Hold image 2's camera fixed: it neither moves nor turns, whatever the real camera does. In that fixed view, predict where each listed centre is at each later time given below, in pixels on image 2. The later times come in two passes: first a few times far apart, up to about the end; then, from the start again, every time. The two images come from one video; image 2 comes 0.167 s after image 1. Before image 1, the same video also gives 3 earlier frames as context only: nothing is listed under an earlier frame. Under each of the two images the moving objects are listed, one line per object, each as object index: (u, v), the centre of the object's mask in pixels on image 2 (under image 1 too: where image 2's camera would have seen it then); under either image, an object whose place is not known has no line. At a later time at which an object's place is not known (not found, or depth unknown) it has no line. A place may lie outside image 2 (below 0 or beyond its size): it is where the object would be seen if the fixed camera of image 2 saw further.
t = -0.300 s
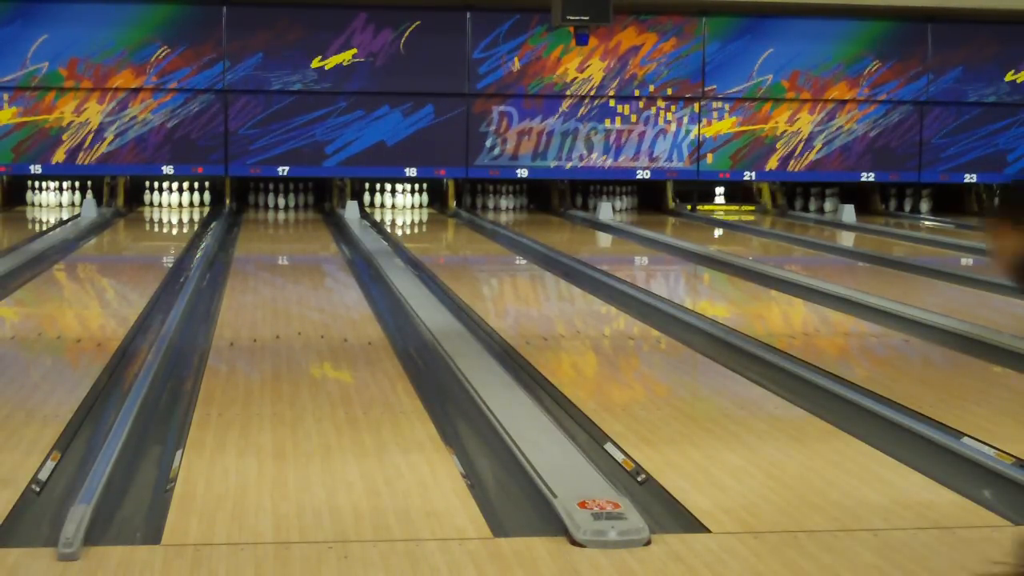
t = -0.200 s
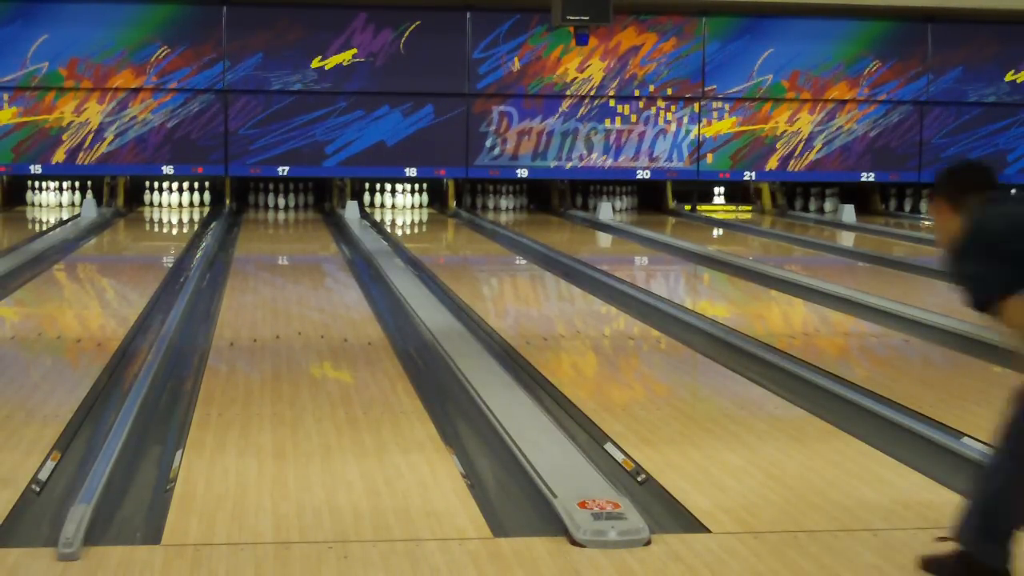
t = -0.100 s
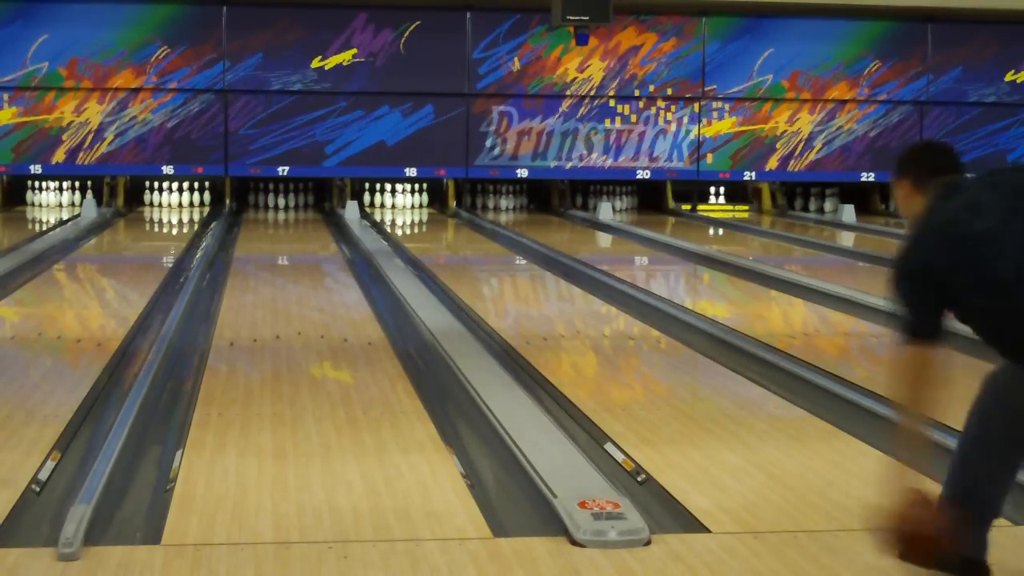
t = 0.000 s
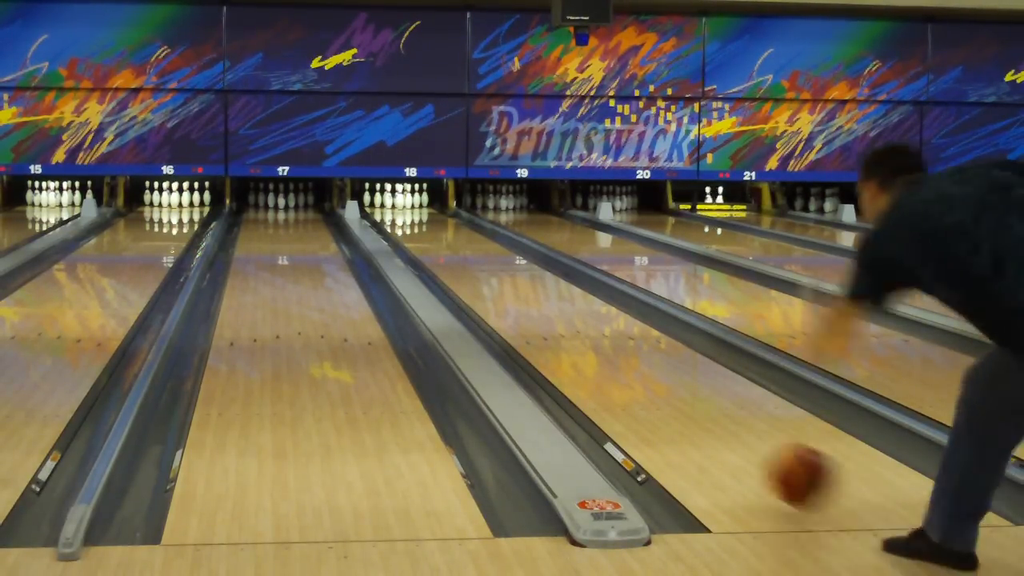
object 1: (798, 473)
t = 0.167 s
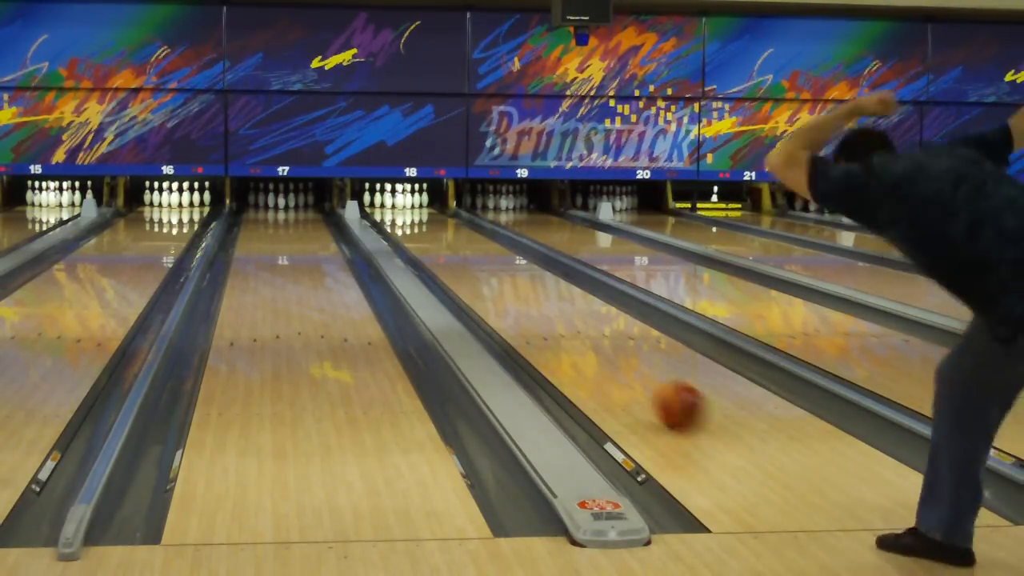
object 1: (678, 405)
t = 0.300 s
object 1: (616, 363)
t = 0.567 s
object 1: (532, 308)
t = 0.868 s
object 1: (476, 269)
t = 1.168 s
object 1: (442, 245)
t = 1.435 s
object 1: (420, 229)
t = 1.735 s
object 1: (405, 216)
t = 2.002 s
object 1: (399, 207)
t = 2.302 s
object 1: (400, 200)
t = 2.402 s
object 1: (402, 200)
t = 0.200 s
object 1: (660, 393)
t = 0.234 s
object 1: (644, 383)
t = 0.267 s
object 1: (630, 373)
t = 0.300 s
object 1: (616, 363)
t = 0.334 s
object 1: (603, 355)
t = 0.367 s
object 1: (590, 346)
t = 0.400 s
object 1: (579, 339)
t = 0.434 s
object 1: (568, 332)
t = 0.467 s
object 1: (559, 326)
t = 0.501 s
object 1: (549, 319)
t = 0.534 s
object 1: (540, 313)
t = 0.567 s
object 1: (532, 308)
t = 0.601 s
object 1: (524, 303)
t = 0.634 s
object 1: (517, 298)
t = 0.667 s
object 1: (510, 292)
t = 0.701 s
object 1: (504, 289)
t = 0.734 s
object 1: (498, 284)
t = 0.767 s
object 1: (492, 280)
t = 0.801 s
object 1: (487, 276)
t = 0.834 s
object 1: (482, 273)
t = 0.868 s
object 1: (476, 269)
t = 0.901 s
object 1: (472, 266)
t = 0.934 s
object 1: (468, 263)
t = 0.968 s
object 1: (463, 259)
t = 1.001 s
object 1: (460, 258)
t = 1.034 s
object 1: (456, 255)
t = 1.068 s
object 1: (452, 253)
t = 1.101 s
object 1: (448, 250)
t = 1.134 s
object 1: (445, 247)
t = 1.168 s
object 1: (442, 245)
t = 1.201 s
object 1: (438, 243)
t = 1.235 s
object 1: (435, 241)
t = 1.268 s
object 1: (432, 239)
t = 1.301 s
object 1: (430, 237)
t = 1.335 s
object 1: (428, 235)
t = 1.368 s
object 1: (425, 232)
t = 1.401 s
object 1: (422, 231)
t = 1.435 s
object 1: (420, 229)
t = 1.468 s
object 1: (418, 228)
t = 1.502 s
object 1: (416, 225)
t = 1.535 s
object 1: (414, 224)
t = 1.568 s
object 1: (413, 223)
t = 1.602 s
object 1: (411, 221)
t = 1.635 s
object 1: (410, 220)
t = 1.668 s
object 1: (408, 219)
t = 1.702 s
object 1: (406, 217)
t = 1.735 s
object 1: (405, 216)
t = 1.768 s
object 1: (404, 214)
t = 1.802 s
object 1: (403, 213)
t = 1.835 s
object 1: (402, 211)
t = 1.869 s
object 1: (402, 211)
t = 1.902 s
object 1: (401, 210)
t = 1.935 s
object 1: (400, 209)
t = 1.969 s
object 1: (399, 208)
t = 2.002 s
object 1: (399, 207)
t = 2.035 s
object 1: (399, 206)
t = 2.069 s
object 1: (398, 205)
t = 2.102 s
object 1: (398, 205)
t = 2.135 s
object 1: (398, 204)
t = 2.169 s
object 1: (397, 202)
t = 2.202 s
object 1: (397, 201)
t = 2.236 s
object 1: (398, 201)
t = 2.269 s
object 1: (399, 201)
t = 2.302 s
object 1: (400, 200)
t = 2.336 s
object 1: (401, 200)
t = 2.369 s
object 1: (402, 200)
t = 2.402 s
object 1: (402, 200)
